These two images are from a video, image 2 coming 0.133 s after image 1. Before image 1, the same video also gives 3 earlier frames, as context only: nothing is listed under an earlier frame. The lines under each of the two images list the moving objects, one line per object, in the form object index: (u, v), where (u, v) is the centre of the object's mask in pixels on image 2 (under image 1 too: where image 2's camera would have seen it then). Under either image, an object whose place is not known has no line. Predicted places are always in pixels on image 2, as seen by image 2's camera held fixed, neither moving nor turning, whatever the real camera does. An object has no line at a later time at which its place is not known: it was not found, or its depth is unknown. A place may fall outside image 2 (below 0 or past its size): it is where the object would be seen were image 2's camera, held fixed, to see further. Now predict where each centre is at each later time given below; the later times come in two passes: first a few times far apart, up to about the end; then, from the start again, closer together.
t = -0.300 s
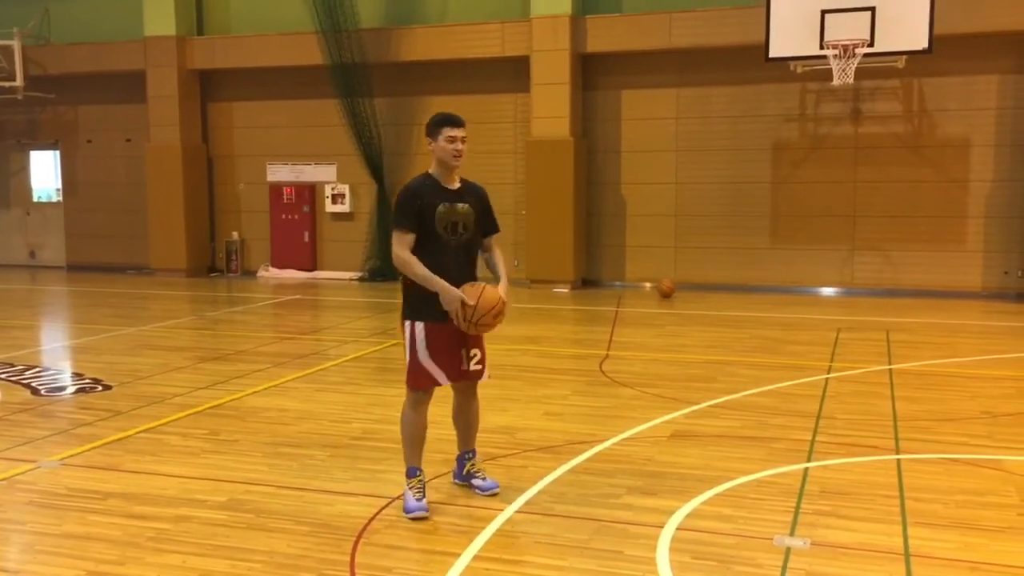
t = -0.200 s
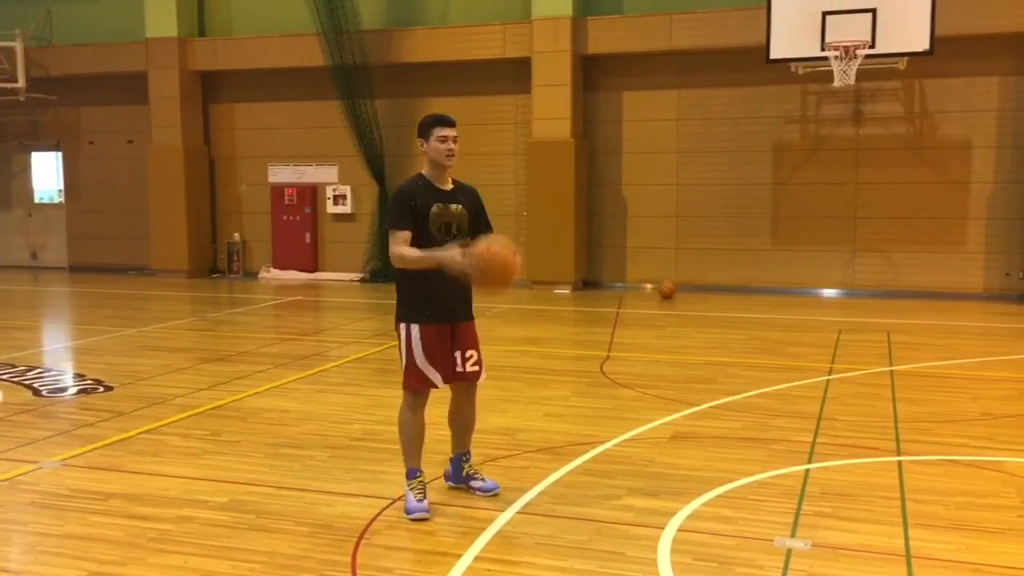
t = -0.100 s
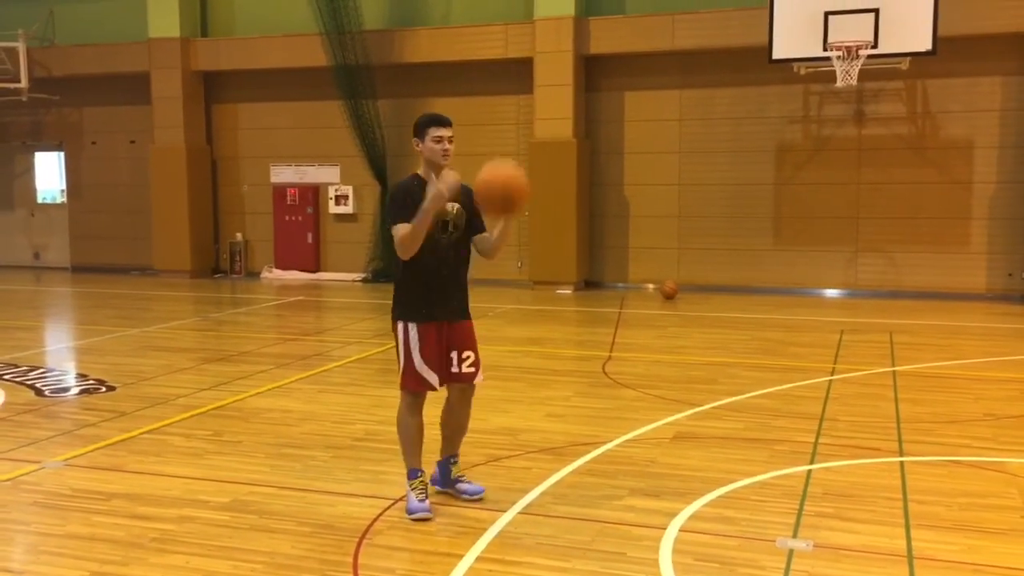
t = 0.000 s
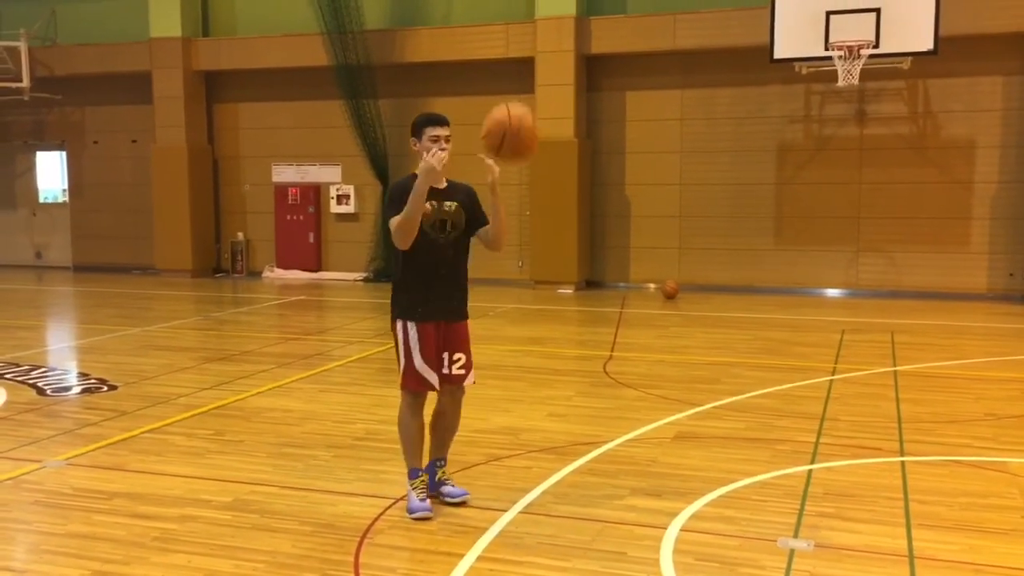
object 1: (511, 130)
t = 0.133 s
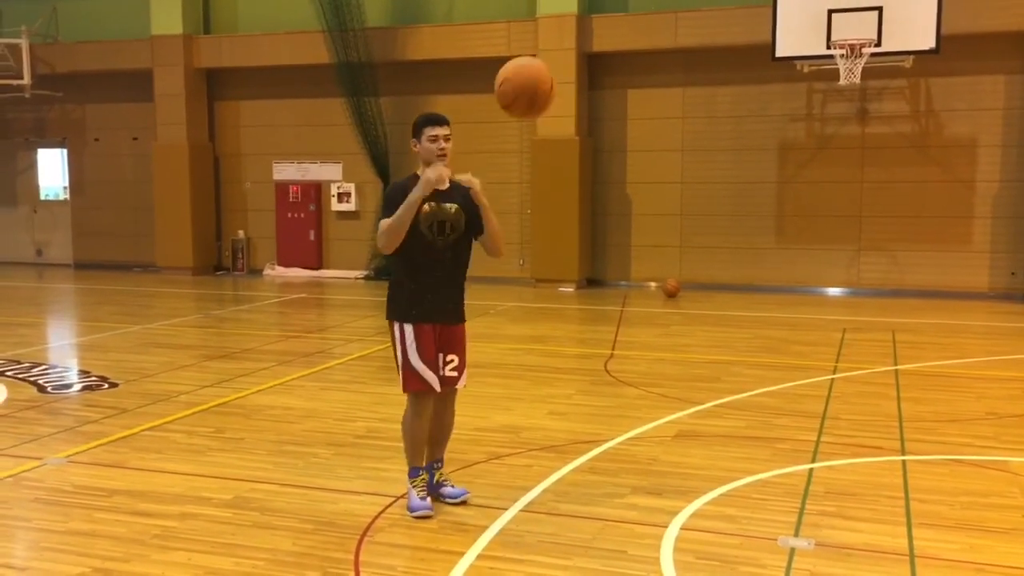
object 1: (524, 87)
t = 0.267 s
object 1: (538, 86)
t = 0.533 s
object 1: (571, 233)
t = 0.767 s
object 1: (600, 550)
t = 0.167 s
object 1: (528, 83)
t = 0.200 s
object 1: (531, 81)
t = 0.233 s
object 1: (535, 82)
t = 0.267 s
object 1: (538, 86)
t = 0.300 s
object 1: (542, 92)
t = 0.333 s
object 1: (546, 102)
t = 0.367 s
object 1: (549, 114)
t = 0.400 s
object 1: (554, 131)
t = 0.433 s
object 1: (558, 150)
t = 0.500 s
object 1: (567, 203)
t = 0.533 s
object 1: (571, 233)
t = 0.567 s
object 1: (574, 266)
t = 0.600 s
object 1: (578, 305)
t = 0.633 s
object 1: (582, 349)
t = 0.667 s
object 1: (588, 400)
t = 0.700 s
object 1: (592, 446)
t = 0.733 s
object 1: (597, 506)
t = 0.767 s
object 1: (600, 550)
